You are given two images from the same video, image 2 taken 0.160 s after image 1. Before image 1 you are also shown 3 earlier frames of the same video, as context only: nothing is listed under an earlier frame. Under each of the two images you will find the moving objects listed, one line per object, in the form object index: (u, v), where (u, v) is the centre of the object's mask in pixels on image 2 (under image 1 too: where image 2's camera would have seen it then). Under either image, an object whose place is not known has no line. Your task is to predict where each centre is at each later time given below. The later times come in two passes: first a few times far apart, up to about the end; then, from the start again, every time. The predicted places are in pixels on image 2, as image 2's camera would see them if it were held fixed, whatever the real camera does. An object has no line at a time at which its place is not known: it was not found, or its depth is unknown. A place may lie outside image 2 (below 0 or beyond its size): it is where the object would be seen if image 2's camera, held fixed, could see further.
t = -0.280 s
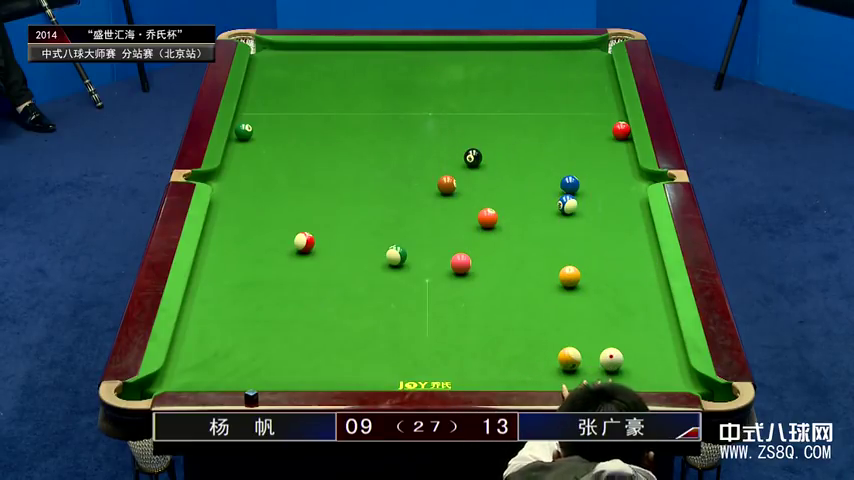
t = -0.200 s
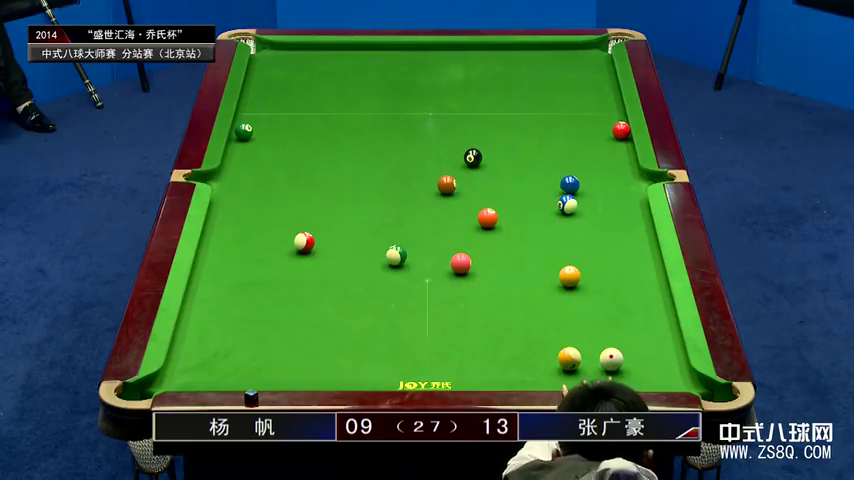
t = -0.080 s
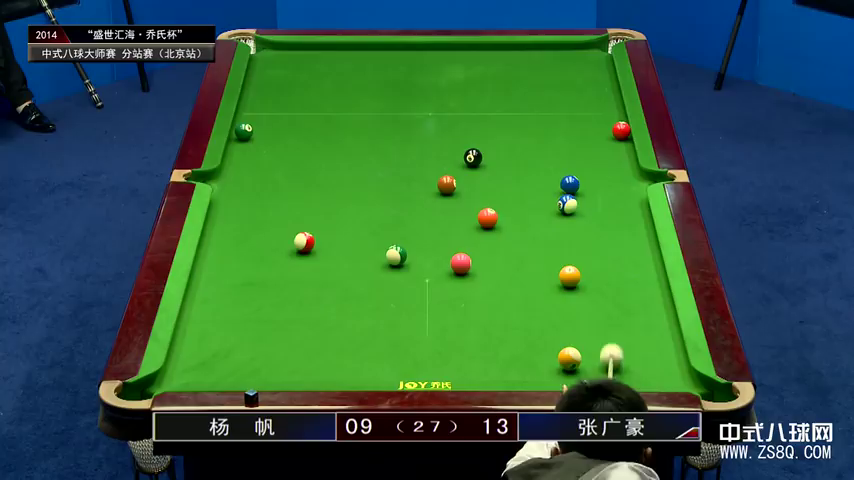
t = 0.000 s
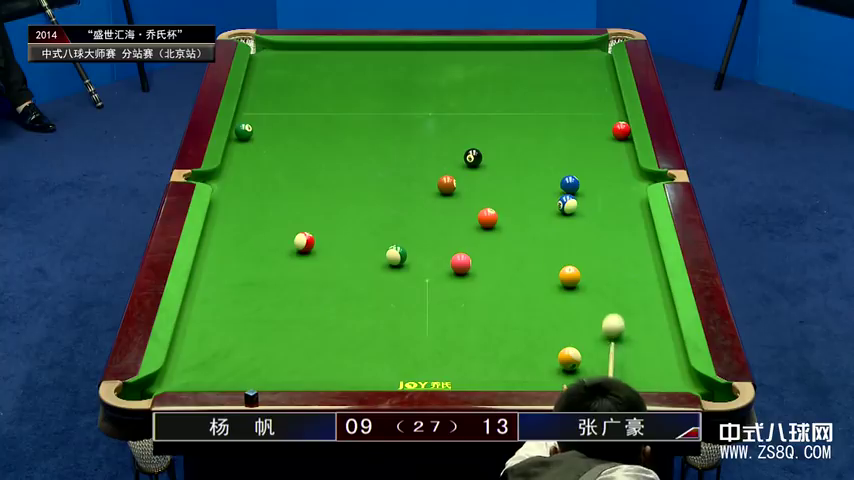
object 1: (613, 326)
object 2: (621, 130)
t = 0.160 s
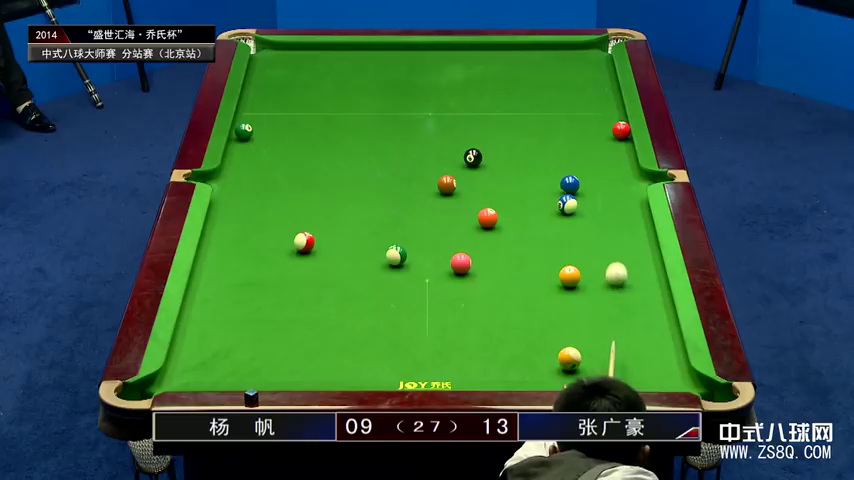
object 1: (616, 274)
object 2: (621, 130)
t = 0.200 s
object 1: (617, 262)
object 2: (621, 130)
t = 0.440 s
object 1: (621, 197)
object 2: (621, 130)
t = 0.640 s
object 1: (624, 150)
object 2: (621, 130)
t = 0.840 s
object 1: (609, 135)
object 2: (613, 108)
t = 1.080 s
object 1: (592, 124)
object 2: (600, 80)
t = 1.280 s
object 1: (579, 115)
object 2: (591, 61)
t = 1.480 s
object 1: (566, 106)
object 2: (586, 48)
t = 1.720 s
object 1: (553, 97)
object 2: (594, 62)
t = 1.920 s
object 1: (543, 90)
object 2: (600, 74)
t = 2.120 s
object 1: (533, 83)
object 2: (606, 85)
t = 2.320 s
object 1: (524, 77)
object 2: (611, 97)
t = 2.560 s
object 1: (515, 71)
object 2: (616, 111)
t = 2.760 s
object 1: (508, 65)
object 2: (616, 121)
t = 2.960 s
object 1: (502, 61)
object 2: (617, 132)
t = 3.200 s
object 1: (495, 56)
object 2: (617, 145)
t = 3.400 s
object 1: (489, 52)
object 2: (618, 156)
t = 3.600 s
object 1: (485, 49)
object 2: (618, 166)
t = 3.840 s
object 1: (480, 46)
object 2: (619, 178)
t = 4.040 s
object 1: (478, 48)
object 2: (621, 187)
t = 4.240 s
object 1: (476, 49)
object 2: (622, 197)
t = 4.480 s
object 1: (475, 50)
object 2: (624, 208)
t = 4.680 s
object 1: (474, 50)
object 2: (626, 217)
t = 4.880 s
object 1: (474, 50)
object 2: (627, 225)
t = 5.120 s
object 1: (474, 50)
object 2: (629, 234)
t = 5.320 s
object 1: (474, 50)
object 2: (631, 242)
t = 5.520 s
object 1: (474, 50)
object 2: (632, 249)
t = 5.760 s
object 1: (474, 50)
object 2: (634, 256)
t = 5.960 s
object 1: (474, 50)
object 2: (635, 262)
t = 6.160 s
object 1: (474, 50)
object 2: (637, 268)
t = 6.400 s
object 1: (474, 50)
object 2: (638, 273)
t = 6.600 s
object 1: (474, 50)
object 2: (639, 277)
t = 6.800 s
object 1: (474, 50)
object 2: (640, 281)
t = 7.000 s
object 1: (474, 50)
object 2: (641, 284)
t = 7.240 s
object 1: (474, 50)
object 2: (642, 287)
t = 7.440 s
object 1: (474, 50)
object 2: (643, 288)
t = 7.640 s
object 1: (474, 50)
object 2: (643, 289)
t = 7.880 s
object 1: (474, 50)
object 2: (643, 289)
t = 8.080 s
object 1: (474, 50)
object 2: (643, 289)
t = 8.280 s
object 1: (474, 50)
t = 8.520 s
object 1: (474, 50)
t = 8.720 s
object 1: (474, 50)
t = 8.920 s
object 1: (474, 50)
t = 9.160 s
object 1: (474, 50)
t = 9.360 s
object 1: (474, 50)
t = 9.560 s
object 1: (474, 50)
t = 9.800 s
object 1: (474, 50)
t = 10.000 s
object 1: (474, 50)
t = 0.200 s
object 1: (617, 262)
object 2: (621, 130)
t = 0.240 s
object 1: (617, 250)
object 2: (621, 130)
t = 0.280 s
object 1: (618, 239)
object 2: (621, 130)
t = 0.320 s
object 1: (619, 228)
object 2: (621, 130)
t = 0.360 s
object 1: (619, 217)
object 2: (621, 130)
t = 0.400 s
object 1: (620, 207)
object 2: (621, 130)
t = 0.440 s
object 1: (621, 197)
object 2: (621, 130)
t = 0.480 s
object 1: (622, 187)
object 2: (621, 130)
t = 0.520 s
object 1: (622, 177)
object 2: (621, 130)
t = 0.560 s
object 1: (623, 168)
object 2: (621, 130)
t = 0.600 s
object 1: (624, 158)
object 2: (621, 130)
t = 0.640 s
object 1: (624, 150)
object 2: (621, 130)
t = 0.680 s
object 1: (623, 141)
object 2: (621, 128)
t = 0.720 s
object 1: (619, 137)
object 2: (620, 123)
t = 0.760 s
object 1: (616, 137)
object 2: (618, 119)
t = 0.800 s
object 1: (613, 136)
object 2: (615, 114)
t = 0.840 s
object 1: (609, 135)
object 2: (613, 108)
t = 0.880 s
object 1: (607, 133)
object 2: (610, 102)
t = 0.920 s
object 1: (603, 131)
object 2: (608, 97)
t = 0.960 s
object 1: (601, 130)
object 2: (606, 92)
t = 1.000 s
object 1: (598, 128)
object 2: (604, 89)
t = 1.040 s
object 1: (595, 126)
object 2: (602, 84)
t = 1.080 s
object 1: (592, 124)
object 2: (600, 80)
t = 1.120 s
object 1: (590, 122)
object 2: (598, 76)
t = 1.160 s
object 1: (587, 120)
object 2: (597, 72)
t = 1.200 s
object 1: (584, 118)
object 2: (595, 68)
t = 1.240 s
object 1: (581, 117)
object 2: (593, 64)
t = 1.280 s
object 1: (579, 115)
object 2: (591, 61)
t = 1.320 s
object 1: (576, 113)
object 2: (590, 57)
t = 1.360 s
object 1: (574, 111)
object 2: (588, 53)
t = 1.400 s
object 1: (571, 110)
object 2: (587, 49)
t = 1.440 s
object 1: (569, 108)
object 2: (585, 46)
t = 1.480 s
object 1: (566, 106)
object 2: (586, 48)
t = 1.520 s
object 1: (564, 105)
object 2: (587, 50)
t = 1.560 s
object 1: (562, 103)
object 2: (589, 53)
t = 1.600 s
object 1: (560, 102)
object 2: (590, 55)
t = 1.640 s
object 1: (557, 100)
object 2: (591, 58)
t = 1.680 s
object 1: (555, 98)
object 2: (593, 60)
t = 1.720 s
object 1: (553, 97)
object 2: (594, 62)
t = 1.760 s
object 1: (551, 95)
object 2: (595, 64)
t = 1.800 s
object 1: (549, 94)
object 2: (596, 67)
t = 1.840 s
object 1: (547, 93)
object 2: (597, 69)
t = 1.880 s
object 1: (545, 91)
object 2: (599, 72)
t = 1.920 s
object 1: (543, 90)
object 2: (600, 74)
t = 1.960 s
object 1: (541, 89)
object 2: (601, 76)
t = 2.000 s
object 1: (539, 87)
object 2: (602, 78)
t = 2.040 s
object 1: (537, 86)
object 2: (603, 81)
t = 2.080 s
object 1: (535, 85)
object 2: (604, 83)
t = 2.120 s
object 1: (533, 83)
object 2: (606, 85)
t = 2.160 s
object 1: (531, 82)
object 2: (607, 88)
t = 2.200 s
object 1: (530, 81)
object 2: (608, 90)
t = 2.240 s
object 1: (528, 79)
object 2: (609, 92)
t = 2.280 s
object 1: (526, 78)
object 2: (610, 95)
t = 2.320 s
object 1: (524, 77)
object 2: (611, 97)
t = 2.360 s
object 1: (523, 76)
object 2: (612, 99)
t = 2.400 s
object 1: (521, 75)
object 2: (614, 102)
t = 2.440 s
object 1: (520, 74)
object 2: (615, 104)
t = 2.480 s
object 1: (518, 73)
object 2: (616, 106)
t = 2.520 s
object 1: (517, 72)
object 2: (616, 108)
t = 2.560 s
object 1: (515, 71)
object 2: (616, 111)
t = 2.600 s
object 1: (514, 70)
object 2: (616, 113)
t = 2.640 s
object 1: (512, 69)
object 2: (616, 115)
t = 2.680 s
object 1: (511, 68)
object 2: (616, 117)
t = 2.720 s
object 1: (509, 66)
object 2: (616, 119)
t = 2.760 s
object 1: (508, 65)
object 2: (616, 121)
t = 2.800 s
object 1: (507, 64)
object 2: (616, 124)
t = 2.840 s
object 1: (505, 64)
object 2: (616, 126)
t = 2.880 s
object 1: (504, 63)
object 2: (616, 128)
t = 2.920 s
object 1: (503, 62)
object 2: (616, 130)
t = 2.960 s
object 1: (502, 61)
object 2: (617, 132)
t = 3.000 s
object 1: (500, 60)
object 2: (617, 134)
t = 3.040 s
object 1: (499, 59)
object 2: (617, 137)
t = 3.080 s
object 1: (498, 59)
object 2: (617, 139)
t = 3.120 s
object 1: (497, 58)
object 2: (617, 141)
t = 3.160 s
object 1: (496, 57)
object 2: (617, 143)
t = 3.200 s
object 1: (495, 56)
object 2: (617, 145)
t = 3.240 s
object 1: (494, 55)
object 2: (617, 147)
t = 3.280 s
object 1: (492, 55)
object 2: (617, 149)
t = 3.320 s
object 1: (491, 54)
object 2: (617, 152)
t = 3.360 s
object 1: (490, 53)
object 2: (617, 154)
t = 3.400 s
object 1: (489, 52)
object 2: (618, 156)
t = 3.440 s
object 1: (489, 52)
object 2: (618, 158)
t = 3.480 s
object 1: (488, 51)
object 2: (618, 160)
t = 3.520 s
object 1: (486, 50)
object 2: (617, 162)
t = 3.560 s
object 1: (486, 50)
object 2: (618, 164)
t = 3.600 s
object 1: (485, 49)
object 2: (618, 166)
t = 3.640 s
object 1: (484, 49)
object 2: (618, 168)
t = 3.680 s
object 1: (483, 48)
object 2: (618, 170)
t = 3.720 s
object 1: (482, 48)
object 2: (618, 172)
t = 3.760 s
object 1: (481, 47)
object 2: (619, 174)
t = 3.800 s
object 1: (481, 46)
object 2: (619, 176)
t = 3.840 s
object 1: (480, 46)
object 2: (619, 178)
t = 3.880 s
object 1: (479, 46)
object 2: (619, 180)
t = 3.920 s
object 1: (479, 47)
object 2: (620, 182)
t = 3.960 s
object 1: (479, 47)
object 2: (620, 184)
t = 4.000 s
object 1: (478, 47)
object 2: (621, 186)
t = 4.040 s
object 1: (478, 48)
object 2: (621, 187)
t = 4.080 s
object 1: (478, 48)
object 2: (621, 189)
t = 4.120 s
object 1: (477, 48)
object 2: (621, 191)
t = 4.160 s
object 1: (477, 48)
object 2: (621, 193)
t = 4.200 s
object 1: (477, 48)
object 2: (622, 195)
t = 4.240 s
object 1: (476, 49)
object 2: (622, 197)
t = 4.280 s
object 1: (476, 49)
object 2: (623, 199)
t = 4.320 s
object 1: (476, 49)
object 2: (623, 201)
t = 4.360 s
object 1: (476, 49)
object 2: (623, 203)
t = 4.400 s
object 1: (475, 50)
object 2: (624, 204)
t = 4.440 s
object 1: (475, 50)
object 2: (624, 206)
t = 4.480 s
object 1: (475, 50)
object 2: (624, 208)
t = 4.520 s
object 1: (475, 50)
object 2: (624, 210)
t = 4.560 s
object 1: (475, 50)
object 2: (625, 211)
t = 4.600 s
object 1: (475, 50)
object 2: (625, 213)
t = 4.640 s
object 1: (474, 50)
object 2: (625, 215)
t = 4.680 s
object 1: (474, 50)
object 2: (626, 217)
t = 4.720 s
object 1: (474, 50)
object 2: (626, 218)
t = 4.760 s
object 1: (474, 50)
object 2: (626, 220)
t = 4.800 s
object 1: (474, 50)
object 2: (627, 221)
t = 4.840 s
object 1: (474, 50)
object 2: (627, 223)
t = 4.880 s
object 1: (474, 50)
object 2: (627, 225)
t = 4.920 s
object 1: (474, 50)
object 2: (627, 226)
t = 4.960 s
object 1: (474, 50)
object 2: (628, 228)
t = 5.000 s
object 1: (474, 50)
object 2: (628, 230)
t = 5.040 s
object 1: (474, 50)
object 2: (629, 232)
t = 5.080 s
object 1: (474, 50)
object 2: (629, 233)
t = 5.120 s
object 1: (474, 50)
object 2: (629, 234)
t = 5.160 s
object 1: (474, 50)
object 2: (629, 236)
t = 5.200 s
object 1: (474, 50)
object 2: (630, 237)
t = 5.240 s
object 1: (474, 50)
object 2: (630, 239)
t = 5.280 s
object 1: (474, 50)
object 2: (630, 240)
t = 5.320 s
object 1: (474, 50)
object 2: (631, 242)
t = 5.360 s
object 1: (474, 50)
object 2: (631, 243)
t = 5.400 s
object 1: (474, 50)
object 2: (631, 245)
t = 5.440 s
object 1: (474, 50)
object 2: (632, 246)
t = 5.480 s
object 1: (474, 50)
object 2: (632, 247)
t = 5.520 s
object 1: (474, 50)
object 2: (632, 249)
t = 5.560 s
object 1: (474, 50)
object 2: (633, 250)
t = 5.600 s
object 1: (474, 50)
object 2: (633, 251)
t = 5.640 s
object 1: (474, 50)
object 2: (633, 253)
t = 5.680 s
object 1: (474, 50)
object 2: (634, 254)
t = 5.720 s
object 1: (474, 50)
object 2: (634, 255)
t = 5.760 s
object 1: (474, 50)
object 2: (634, 256)
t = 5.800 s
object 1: (474, 50)
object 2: (634, 258)
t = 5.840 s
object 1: (474, 50)
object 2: (635, 259)
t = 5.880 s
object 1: (474, 50)
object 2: (635, 260)
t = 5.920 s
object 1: (474, 50)
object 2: (635, 261)
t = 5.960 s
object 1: (474, 50)
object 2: (635, 262)
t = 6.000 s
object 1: (474, 50)
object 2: (636, 263)
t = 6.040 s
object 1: (474, 50)
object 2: (636, 265)
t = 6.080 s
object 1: (474, 50)
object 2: (636, 266)
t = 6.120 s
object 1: (474, 50)
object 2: (636, 267)
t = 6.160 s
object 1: (474, 50)
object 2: (637, 268)
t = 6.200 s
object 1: (474, 50)
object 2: (637, 269)
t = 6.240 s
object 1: (474, 50)
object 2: (637, 270)
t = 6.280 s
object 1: (474, 50)
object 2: (637, 271)
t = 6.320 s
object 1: (474, 50)
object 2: (637, 272)
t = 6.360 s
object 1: (474, 50)
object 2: (637, 273)
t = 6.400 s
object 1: (474, 50)
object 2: (638, 273)
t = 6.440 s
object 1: (474, 50)
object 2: (638, 274)
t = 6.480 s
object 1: (474, 50)
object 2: (638, 275)
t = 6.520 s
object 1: (474, 50)
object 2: (638, 276)
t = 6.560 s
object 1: (474, 50)
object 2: (639, 277)
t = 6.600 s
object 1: (474, 50)
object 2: (639, 277)
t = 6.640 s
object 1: (474, 50)
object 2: (639, 278)
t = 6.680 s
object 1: (474, 50)
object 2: (639, 279)
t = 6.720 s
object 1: (474, 50)
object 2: (639, 279)
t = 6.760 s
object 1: (474, 50)
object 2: (640, 281)
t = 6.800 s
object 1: (474, 50)
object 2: (640, 281)
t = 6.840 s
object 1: (474, 50)
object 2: (640, 282)
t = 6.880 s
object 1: (474, 50)
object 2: (640, 282)
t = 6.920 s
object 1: (474, 50)
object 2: (640, 283)
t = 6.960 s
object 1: (474, 50)
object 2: (641, 284)
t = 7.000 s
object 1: (474, 50)
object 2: (641, 284)
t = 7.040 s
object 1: (474, 50)
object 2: (641, 284)
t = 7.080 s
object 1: (474, 50)
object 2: (641, 285)
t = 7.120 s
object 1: (474, 50)
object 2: (642, 285)
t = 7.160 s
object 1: (474, 50)
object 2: (642, 286)
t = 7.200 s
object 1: (474, 50)
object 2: (642, 286)
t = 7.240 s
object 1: (474, 50)
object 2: (642, 287)
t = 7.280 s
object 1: (474, 50)
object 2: (642, 287)
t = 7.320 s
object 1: (474, 50)
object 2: (642, 288)
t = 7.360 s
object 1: (474, 50)
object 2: (642, 288)
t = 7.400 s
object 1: (474, 50)
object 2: (643, 288)
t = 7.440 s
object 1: (474, 50)
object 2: (643, 288)
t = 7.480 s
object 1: (474, 50)
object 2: (643, 289)
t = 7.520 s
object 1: (474, 50)
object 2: (643, 289)
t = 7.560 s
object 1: (474, 50)
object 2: (643, 289)
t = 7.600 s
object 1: (474, 50)
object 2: (643, 289)
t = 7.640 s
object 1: (474, 50)
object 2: (643, 289)
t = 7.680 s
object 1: (474, 50)
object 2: (643, 289)
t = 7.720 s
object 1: (474, 50)
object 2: (643, 289)
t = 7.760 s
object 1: (474, 50)
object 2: (643, 289)
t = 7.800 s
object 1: (474, 50)
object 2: (643, 289)
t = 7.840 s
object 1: (474, 50)
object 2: (643, 289)
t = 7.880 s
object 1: (474, 50)
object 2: (643, 289)
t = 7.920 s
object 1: (474, 50)
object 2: (643, 289)
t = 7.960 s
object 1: (474, 50)
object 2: (643, 289)
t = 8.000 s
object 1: (474, 50)
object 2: (643, 290)
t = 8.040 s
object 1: (474, 50)
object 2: (643, 289)
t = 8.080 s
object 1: (474, 50)
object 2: (643, 289)
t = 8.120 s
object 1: (474, 50)
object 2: (643, 290)
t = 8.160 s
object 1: (474, 50)
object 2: (643, 290)
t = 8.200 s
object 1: (474, 50)
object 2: (643, 290)
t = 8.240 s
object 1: (474, 50)
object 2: (643, 289)
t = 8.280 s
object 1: (474, 50)
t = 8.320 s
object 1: (474, 50)
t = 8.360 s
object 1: (474, 50)
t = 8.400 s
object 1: (474, 50)
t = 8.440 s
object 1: (474, 50)
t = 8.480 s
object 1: (474, 50)
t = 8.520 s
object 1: (474, 50)
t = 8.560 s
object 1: (474, 50)
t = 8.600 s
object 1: (474, 50)
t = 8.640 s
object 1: (474, 50)
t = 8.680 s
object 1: (474, 50)
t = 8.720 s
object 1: (474, 50)
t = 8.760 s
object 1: (474, 50)
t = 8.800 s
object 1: (474, 50)
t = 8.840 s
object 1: (474, 50)
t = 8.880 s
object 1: (474, 50)
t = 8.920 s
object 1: (474, 50)
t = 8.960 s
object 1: (474, 50)
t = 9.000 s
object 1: (474, 50)
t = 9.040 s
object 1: (474, 50)
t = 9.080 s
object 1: (474, 50)
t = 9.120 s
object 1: (474, 50)
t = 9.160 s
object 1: (474, 50)
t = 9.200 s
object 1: (474, 50)
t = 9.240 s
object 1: (474, 50)
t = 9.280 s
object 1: (474, 50)
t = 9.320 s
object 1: (474, 50)
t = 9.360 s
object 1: (474, 50)
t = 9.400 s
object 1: (474, 50)
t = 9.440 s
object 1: (474, 50)
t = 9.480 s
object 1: (474, 50)
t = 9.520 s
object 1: (474, 50)
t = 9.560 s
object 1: (474, 50)
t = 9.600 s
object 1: (474, 50)
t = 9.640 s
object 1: (474, 50)
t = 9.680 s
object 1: (474, 50)
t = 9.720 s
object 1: (474, 50)
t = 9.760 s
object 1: (474, 50)
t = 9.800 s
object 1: (474, 50)
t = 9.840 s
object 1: (474, 50)
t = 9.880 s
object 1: (474, 50)
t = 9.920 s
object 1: (474, 50)
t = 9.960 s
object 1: (474, 50)
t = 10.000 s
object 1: (474, 50)
